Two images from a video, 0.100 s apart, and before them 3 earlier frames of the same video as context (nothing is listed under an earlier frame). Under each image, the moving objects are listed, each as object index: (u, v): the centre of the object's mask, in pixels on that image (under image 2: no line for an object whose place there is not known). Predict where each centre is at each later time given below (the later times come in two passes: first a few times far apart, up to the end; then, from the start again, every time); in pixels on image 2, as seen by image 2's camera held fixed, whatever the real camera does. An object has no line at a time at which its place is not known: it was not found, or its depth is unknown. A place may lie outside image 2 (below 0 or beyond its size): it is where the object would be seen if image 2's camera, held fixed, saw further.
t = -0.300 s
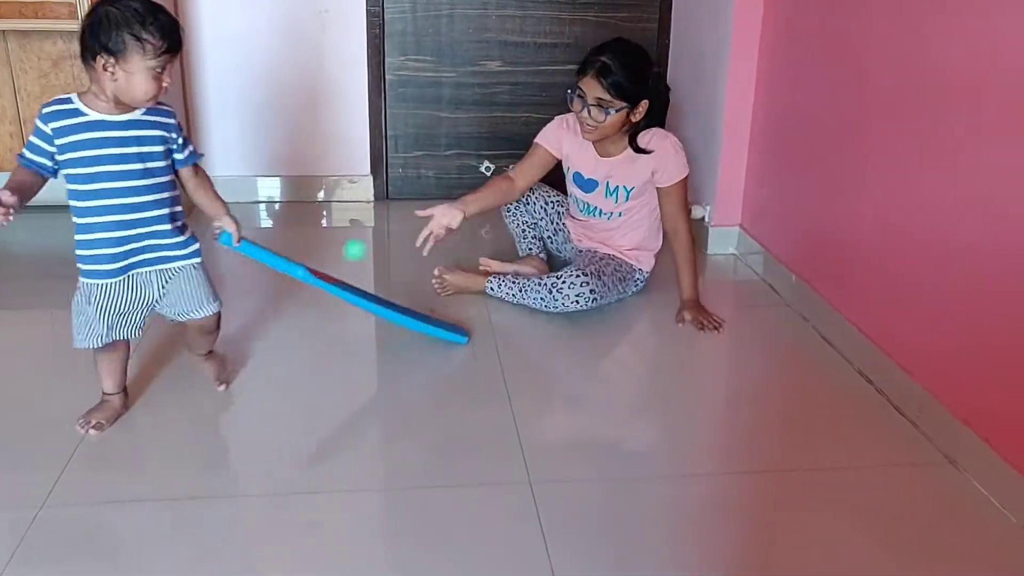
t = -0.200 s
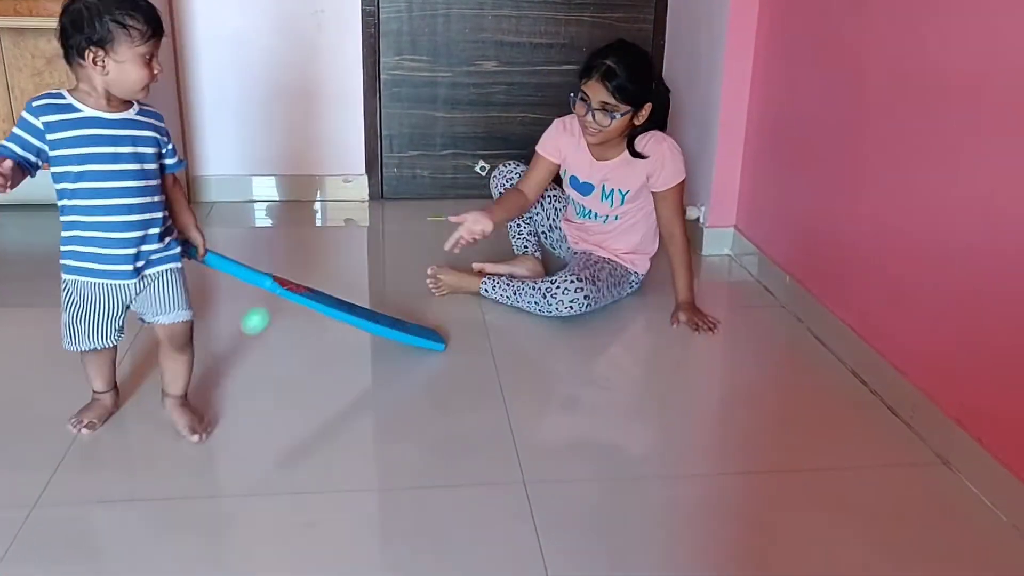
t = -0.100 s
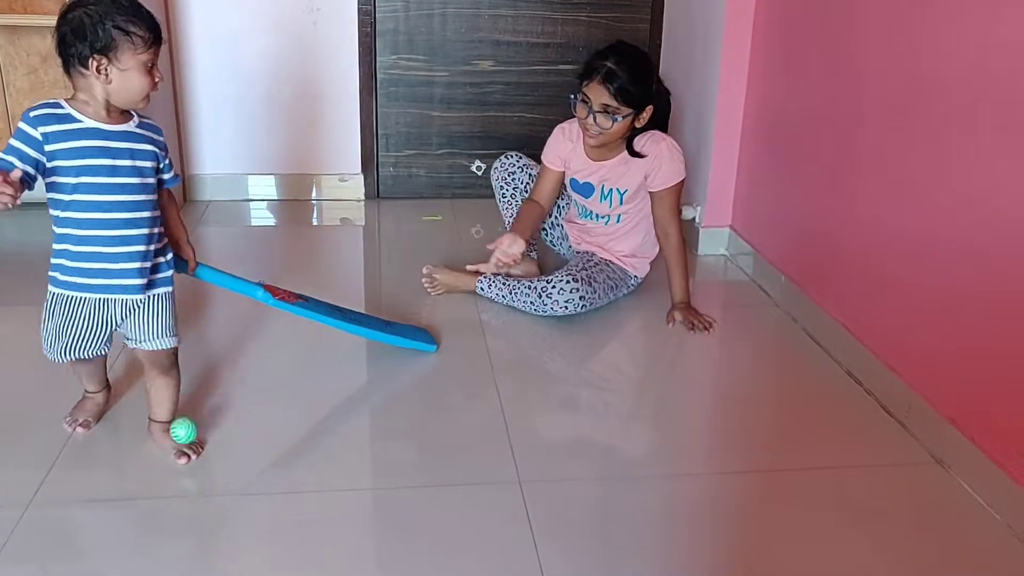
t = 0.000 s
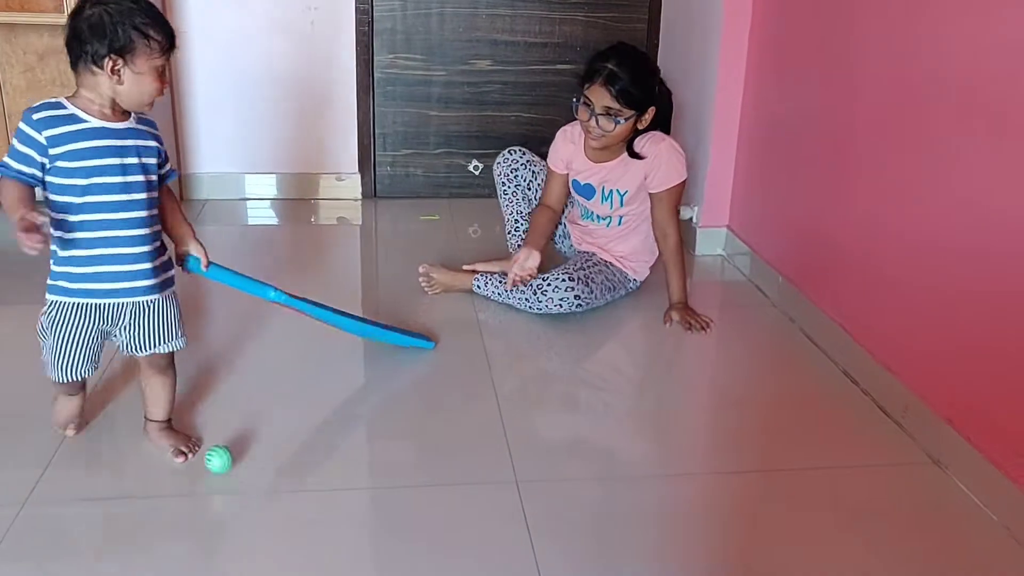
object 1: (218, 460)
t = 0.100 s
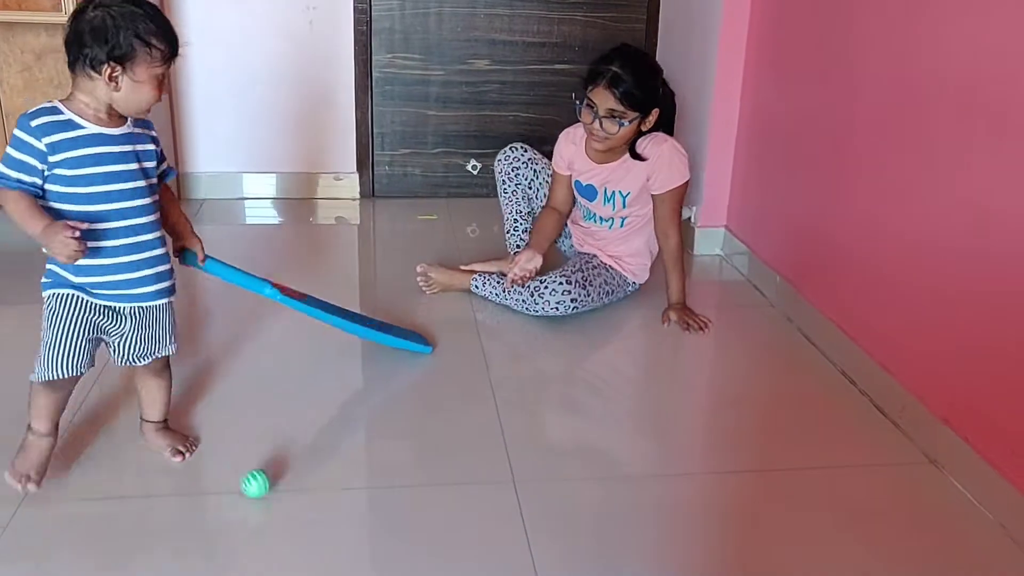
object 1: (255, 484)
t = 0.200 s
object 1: (296, 508)
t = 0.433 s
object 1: (398, 561)
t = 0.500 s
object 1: (426, 569)
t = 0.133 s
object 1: (269, 491)
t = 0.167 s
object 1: (283, 503)
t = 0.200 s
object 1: (296, 508)
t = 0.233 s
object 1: (310, 517)
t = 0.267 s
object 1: (324, 527)
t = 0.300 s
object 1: (339, 532)
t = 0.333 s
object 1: (353, 543)
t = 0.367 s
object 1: (368, 547)
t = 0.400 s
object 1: (383, 556)
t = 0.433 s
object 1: (398, 561)
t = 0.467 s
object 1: (411, 565)
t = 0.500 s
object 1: (426, 569)
